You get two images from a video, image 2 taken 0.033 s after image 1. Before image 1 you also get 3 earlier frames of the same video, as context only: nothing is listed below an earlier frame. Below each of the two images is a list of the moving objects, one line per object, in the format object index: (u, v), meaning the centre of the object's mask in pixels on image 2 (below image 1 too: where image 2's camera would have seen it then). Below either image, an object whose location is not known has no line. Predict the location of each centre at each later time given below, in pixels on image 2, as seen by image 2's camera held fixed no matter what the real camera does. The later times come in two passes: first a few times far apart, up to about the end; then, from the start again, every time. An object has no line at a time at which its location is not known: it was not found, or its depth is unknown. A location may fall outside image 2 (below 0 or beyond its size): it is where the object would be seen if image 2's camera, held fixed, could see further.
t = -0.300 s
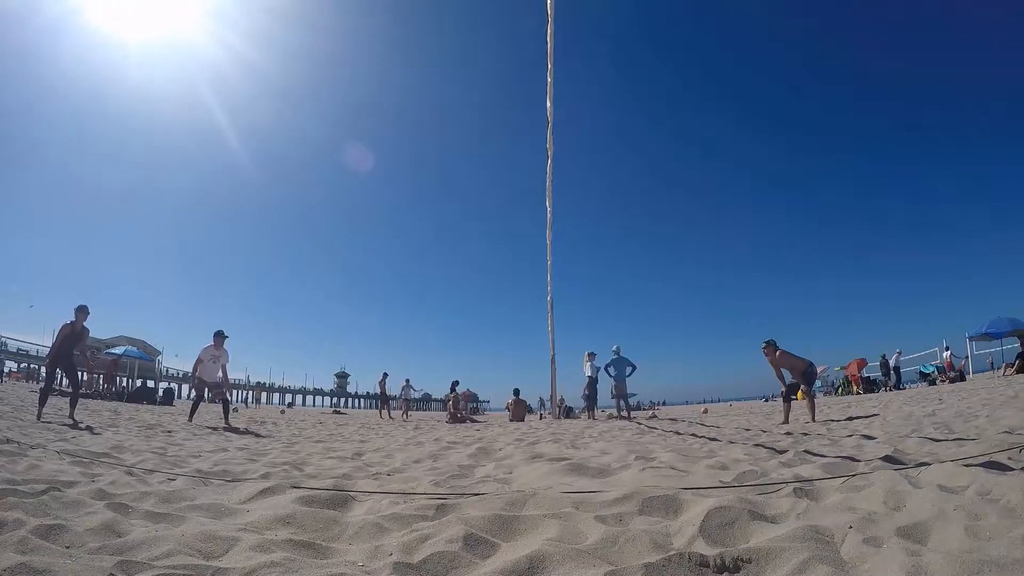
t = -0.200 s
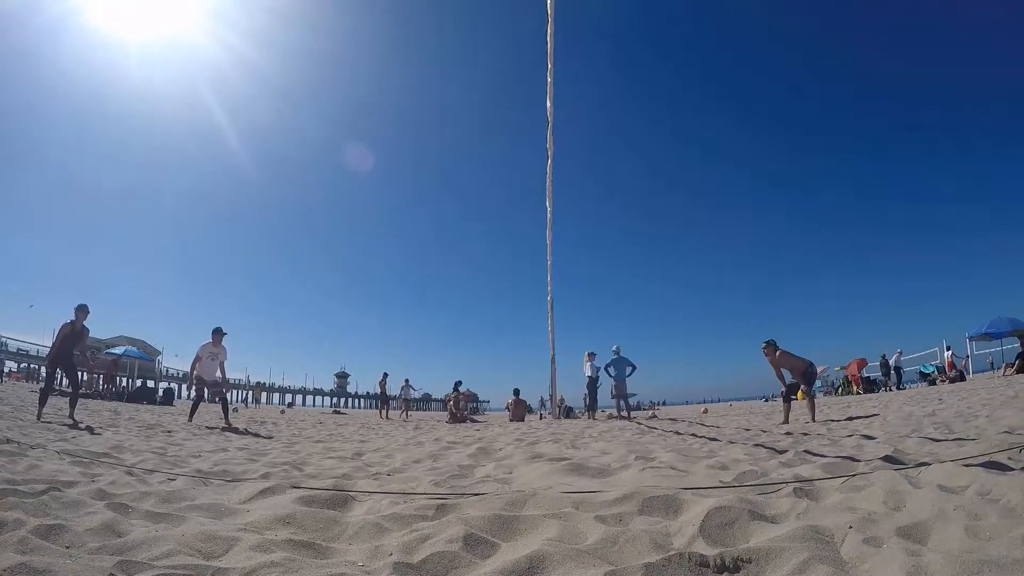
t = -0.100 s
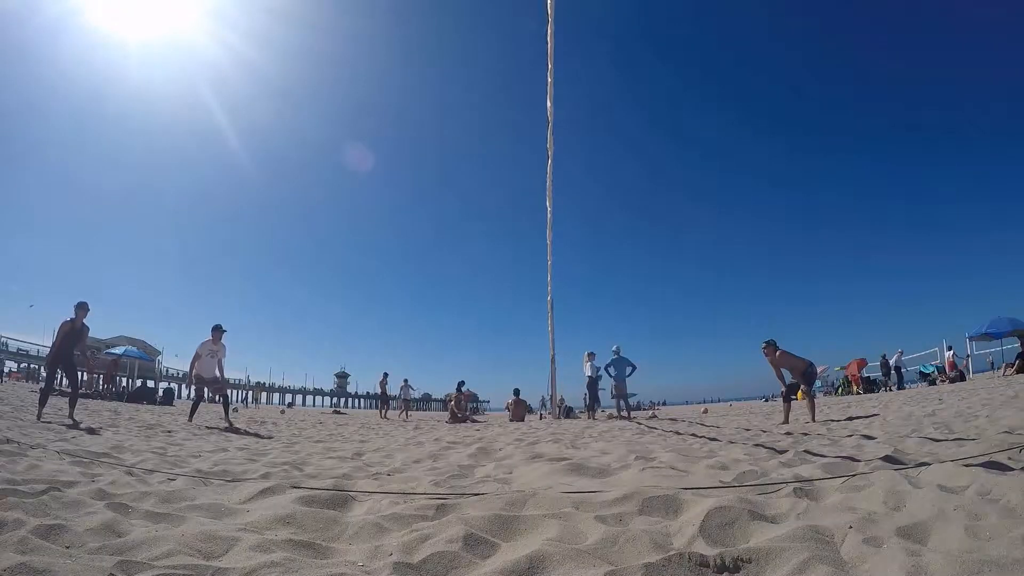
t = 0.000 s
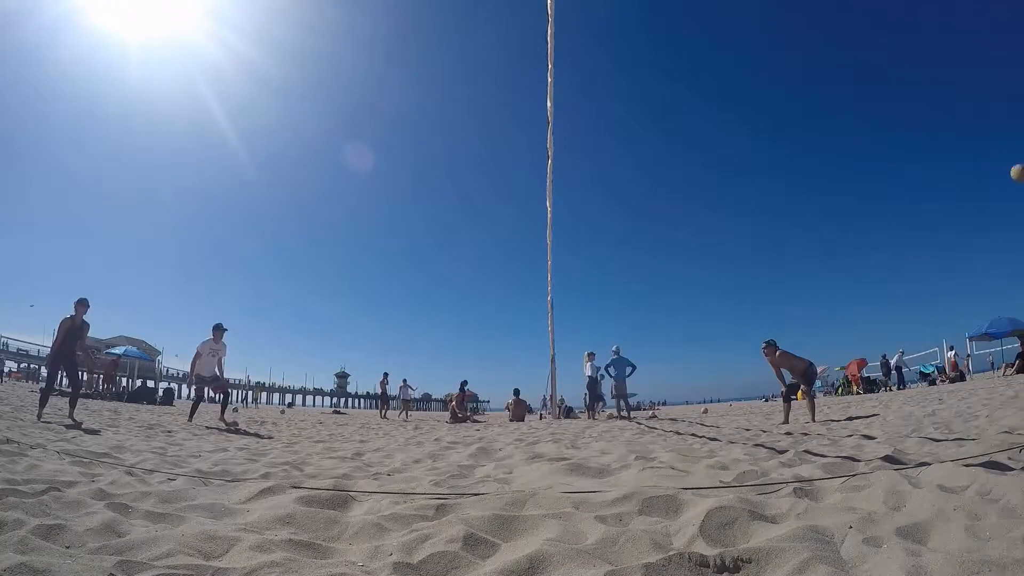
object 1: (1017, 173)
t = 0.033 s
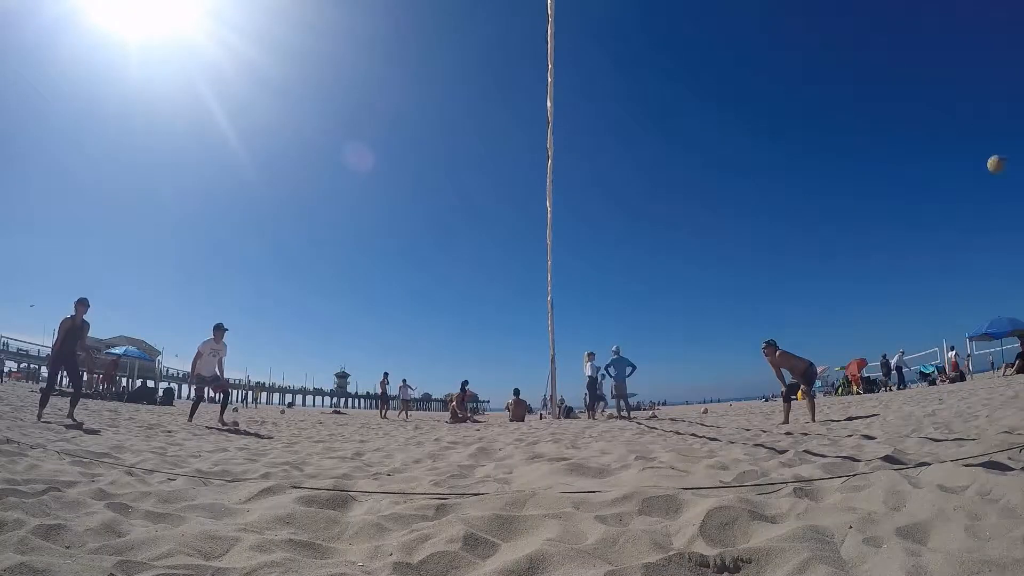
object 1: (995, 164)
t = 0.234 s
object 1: (824, 130)
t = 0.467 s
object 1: (554, 148)
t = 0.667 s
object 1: (312, 224)
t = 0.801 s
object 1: (183, 291)
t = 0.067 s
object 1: (970, 156)
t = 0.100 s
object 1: (944, 149)
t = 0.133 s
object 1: (917, 143)
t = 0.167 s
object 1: (887, 138)
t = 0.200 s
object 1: (856, 133)
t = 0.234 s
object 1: (824, 130)
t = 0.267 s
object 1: (788, 127)
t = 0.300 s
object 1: (753, 127)
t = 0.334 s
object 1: (714, 127)
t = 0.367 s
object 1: (674, 130)
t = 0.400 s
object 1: (634, 135)
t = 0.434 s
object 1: (592, 141)
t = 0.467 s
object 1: (554, 148)
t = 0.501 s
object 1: (509, 157)
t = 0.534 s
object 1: (468, 169)
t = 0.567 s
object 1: (427, 180)
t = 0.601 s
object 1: (387, 194)
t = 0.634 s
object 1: (348, 208)
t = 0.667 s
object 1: (312, 224)
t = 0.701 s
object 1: (276, 241)
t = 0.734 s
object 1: (243, 257)
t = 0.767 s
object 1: (212, 274)
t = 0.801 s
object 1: (183, 291)
